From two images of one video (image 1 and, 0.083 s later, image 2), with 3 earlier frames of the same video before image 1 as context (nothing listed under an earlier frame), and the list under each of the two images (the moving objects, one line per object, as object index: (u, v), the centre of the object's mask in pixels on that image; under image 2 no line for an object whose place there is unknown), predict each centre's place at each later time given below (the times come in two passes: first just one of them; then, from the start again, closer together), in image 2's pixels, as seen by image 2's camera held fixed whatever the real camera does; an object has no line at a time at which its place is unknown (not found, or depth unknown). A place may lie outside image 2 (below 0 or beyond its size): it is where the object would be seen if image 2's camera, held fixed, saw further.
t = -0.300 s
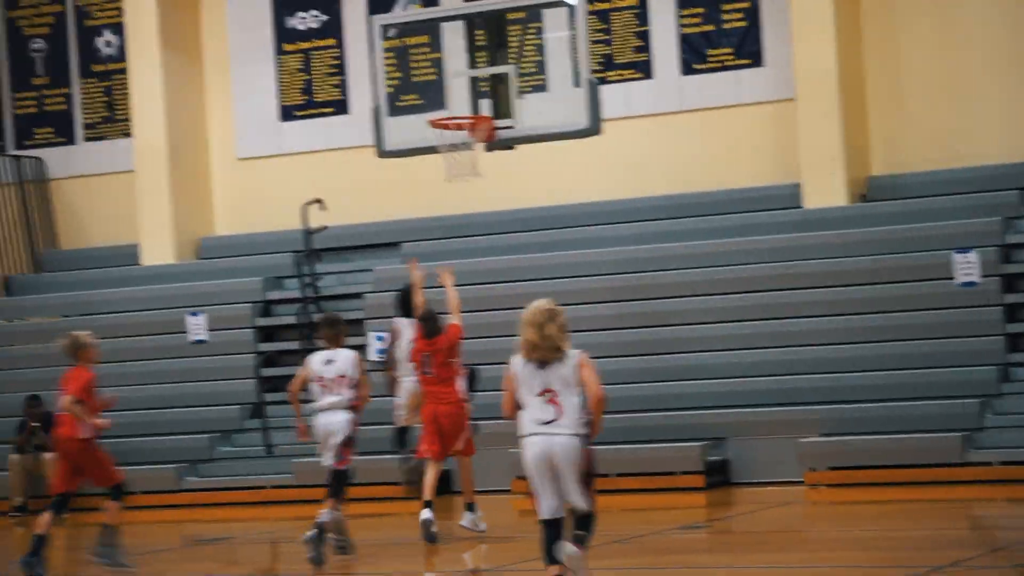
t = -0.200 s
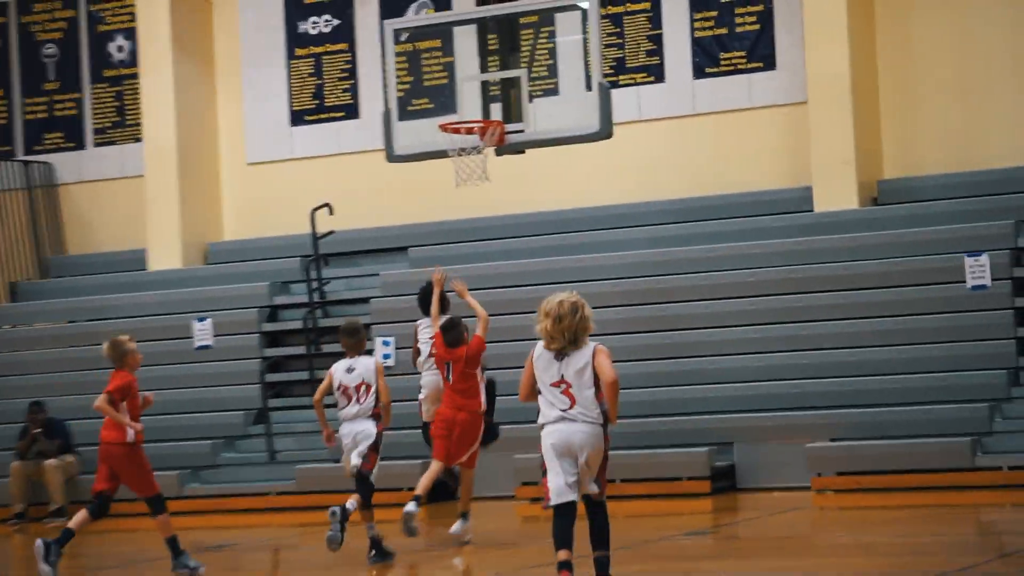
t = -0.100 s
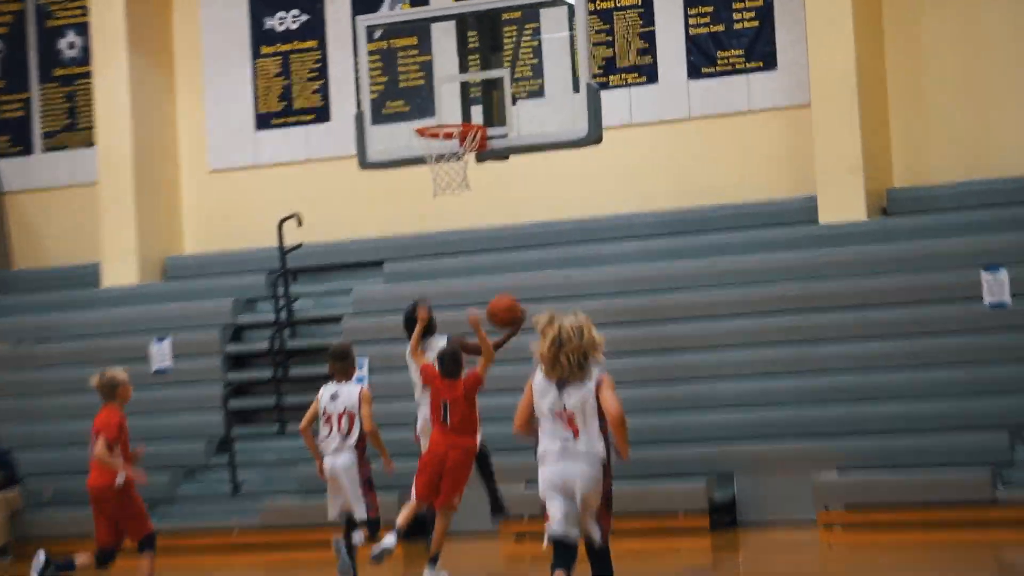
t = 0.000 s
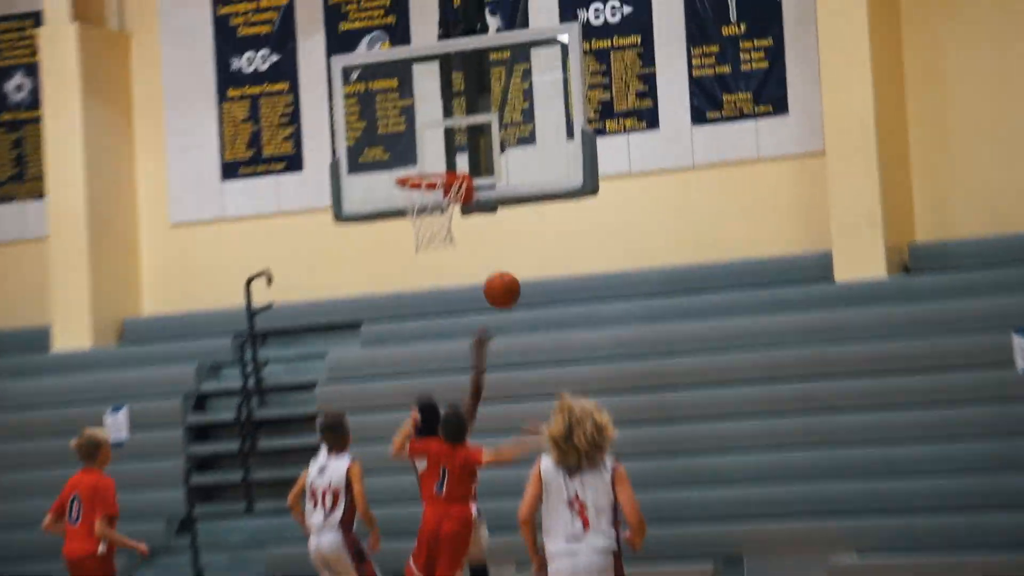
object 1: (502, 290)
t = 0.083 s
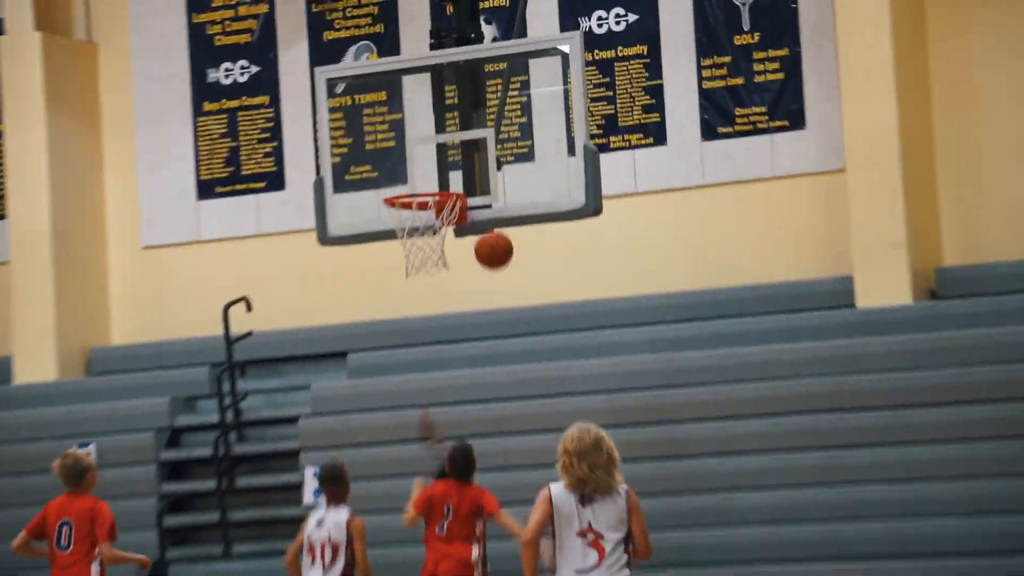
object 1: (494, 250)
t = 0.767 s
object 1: (420, 168)
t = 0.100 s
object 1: (492, 238)
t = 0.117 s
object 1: (491, 227)
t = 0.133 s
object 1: (490, 218)
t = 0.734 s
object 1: (427, 154)
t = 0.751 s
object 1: (423, 161)
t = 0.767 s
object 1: (420, 168)
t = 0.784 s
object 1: (417, 176)
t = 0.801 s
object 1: (413, 181)
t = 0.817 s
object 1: (410, 185)
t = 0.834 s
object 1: (409, 202)
